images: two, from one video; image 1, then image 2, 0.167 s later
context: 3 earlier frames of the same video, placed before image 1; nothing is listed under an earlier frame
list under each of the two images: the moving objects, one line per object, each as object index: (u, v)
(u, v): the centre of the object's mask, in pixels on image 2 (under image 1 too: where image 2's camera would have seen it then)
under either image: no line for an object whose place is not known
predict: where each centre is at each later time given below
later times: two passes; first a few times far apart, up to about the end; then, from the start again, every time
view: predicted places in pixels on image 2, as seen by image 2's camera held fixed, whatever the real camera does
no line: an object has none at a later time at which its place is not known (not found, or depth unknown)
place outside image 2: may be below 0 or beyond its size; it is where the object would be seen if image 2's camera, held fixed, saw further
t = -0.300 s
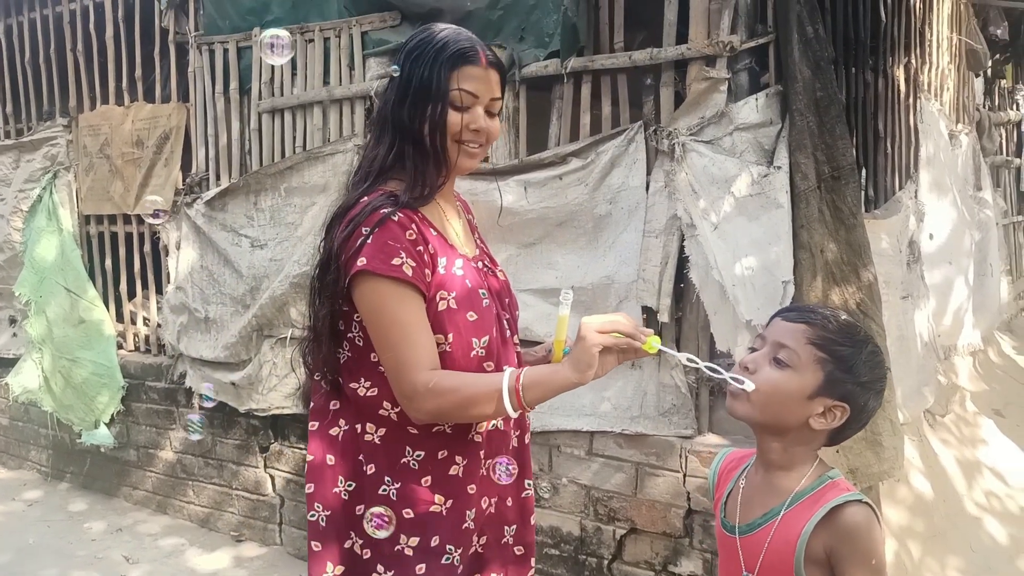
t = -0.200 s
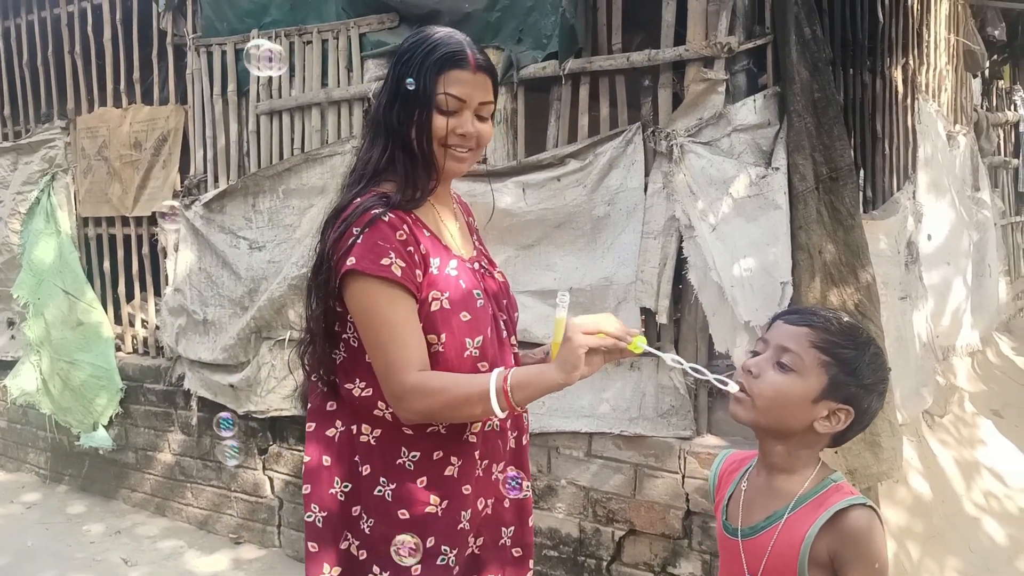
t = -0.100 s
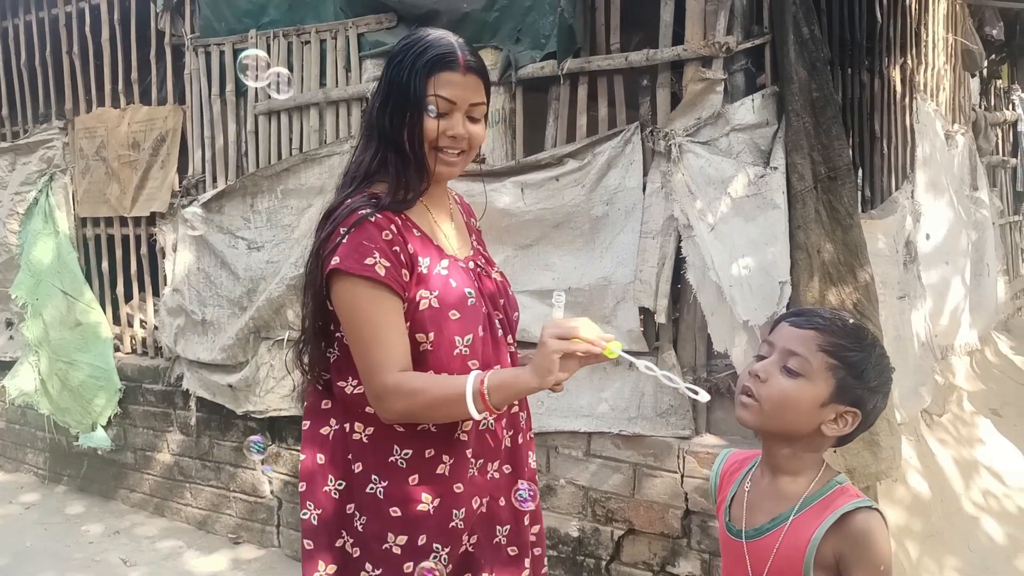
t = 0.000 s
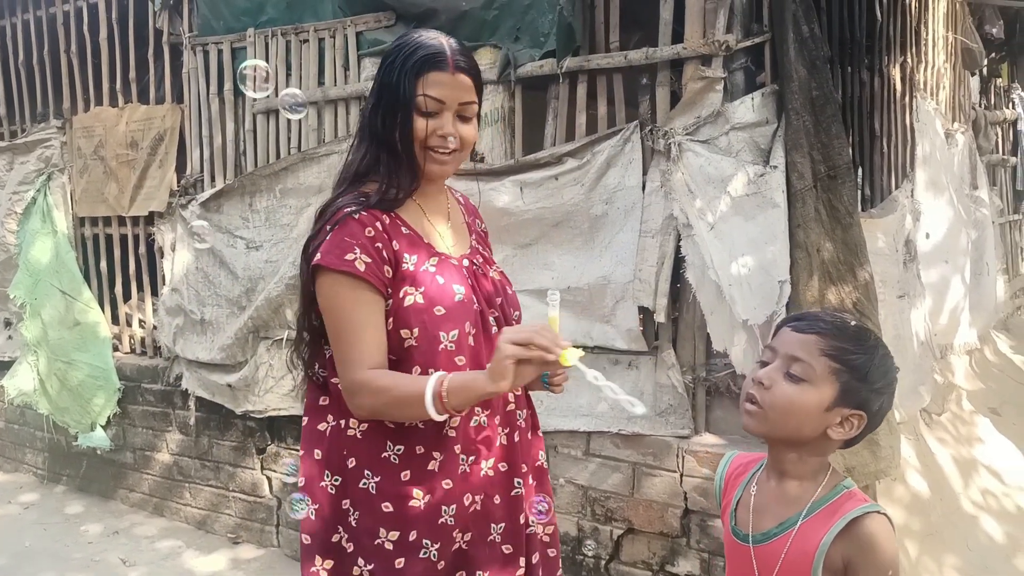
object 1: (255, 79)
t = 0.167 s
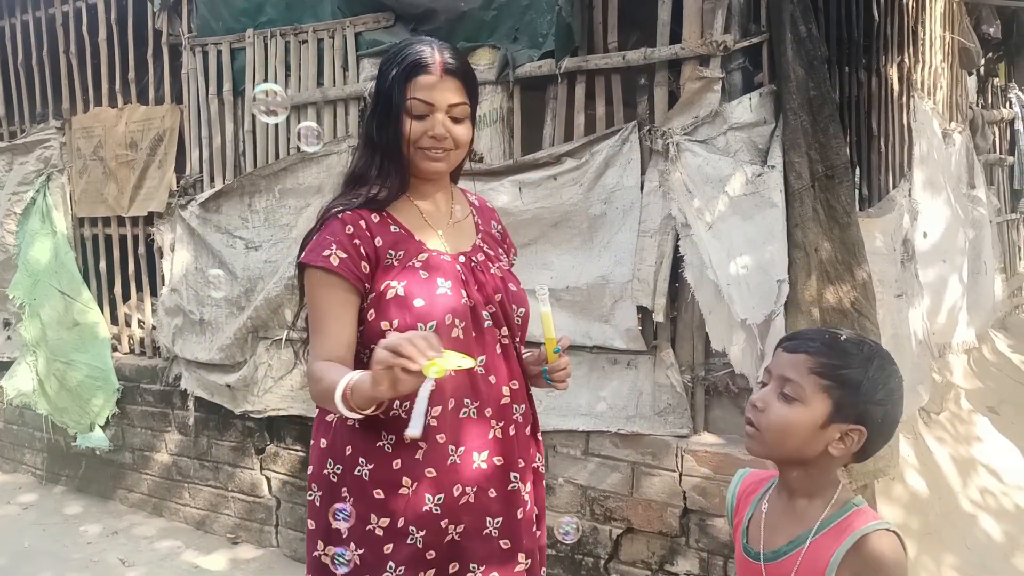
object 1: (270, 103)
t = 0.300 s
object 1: (286, 131)
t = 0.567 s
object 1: (322, 206)
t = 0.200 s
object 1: (273, 109)
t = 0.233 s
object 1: (277, 116)
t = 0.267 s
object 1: (282, 123)
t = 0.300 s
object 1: (286, 131)
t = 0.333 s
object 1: (290, 138)
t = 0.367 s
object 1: (294, 146)
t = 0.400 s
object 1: (298, 155)
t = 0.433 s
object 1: (302, 164)
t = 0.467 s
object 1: (305, 173)
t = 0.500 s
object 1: (314, 185)
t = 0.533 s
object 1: (320, 197)
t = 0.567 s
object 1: (322, 206)
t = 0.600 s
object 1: (328, 217)
